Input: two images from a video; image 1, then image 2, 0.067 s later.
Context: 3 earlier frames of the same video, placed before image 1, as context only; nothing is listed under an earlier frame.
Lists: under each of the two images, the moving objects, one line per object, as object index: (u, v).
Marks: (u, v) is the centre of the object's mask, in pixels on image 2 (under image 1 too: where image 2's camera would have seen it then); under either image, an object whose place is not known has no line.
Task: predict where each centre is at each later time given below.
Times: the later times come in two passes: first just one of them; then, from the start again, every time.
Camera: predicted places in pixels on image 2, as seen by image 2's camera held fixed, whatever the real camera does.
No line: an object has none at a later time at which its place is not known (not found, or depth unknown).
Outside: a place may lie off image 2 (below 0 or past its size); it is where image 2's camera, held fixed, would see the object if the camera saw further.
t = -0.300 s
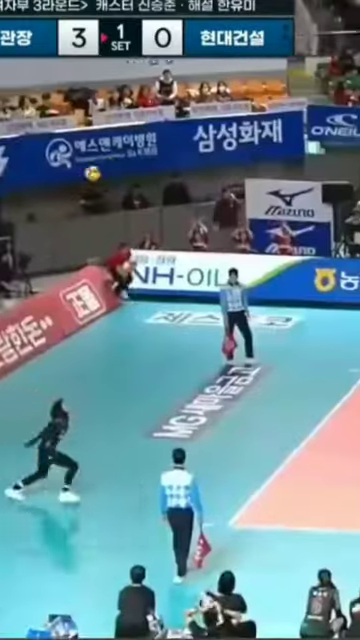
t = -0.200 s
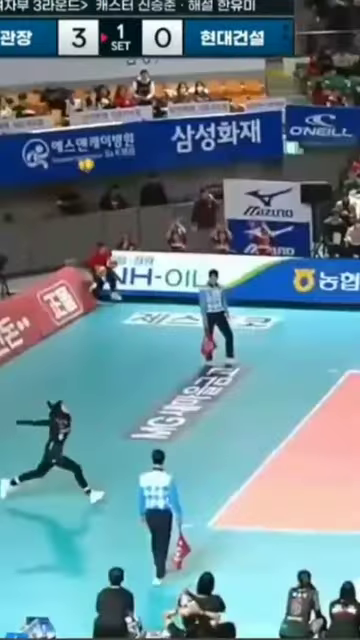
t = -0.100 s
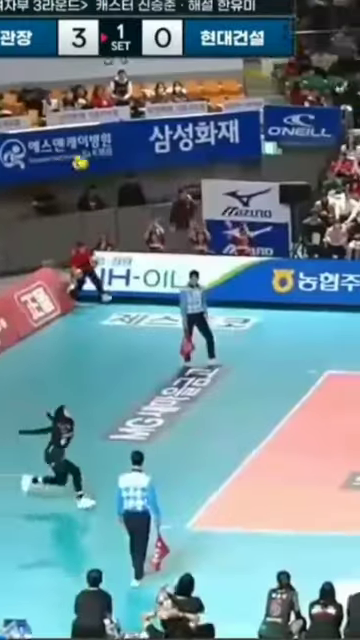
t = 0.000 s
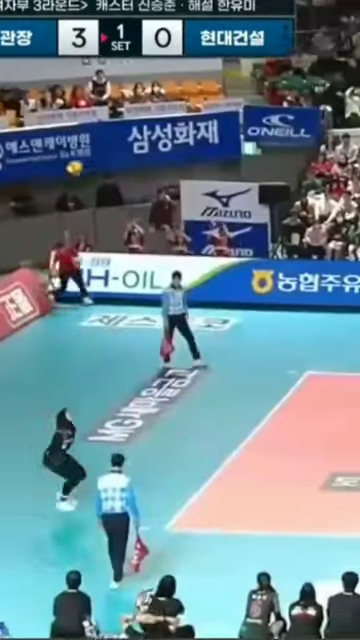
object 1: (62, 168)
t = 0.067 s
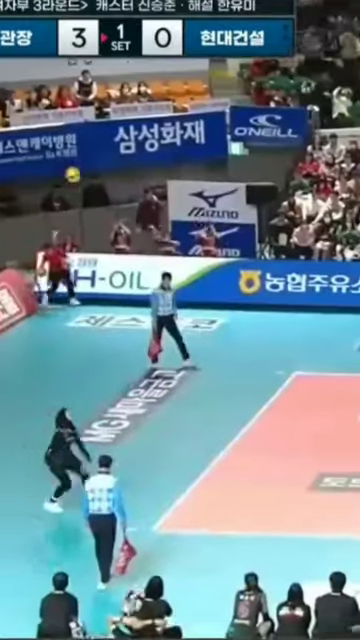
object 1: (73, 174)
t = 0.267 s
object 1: (104, 212)
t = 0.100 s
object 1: (78, 179)
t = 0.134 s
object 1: (83, 184)
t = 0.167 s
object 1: (88, 190)
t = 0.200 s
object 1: (94, 197)
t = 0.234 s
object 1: (99, 204)
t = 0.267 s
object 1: (104, 212)
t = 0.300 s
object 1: (110, 221)
